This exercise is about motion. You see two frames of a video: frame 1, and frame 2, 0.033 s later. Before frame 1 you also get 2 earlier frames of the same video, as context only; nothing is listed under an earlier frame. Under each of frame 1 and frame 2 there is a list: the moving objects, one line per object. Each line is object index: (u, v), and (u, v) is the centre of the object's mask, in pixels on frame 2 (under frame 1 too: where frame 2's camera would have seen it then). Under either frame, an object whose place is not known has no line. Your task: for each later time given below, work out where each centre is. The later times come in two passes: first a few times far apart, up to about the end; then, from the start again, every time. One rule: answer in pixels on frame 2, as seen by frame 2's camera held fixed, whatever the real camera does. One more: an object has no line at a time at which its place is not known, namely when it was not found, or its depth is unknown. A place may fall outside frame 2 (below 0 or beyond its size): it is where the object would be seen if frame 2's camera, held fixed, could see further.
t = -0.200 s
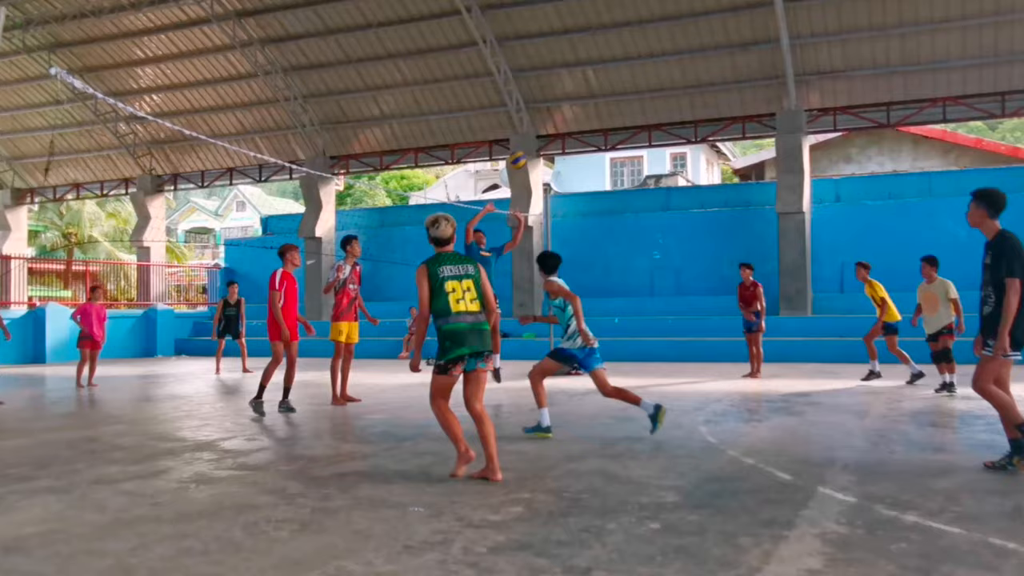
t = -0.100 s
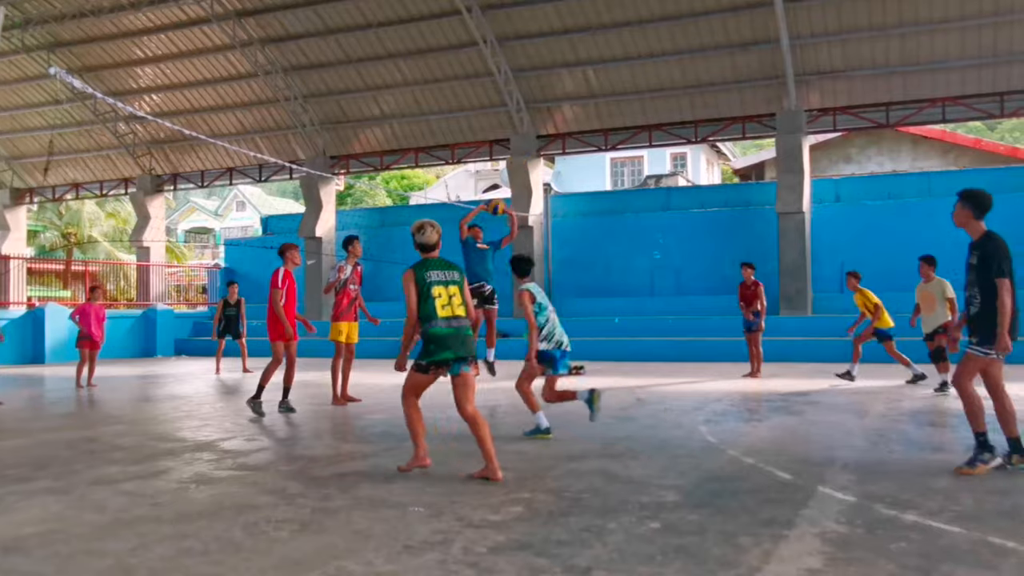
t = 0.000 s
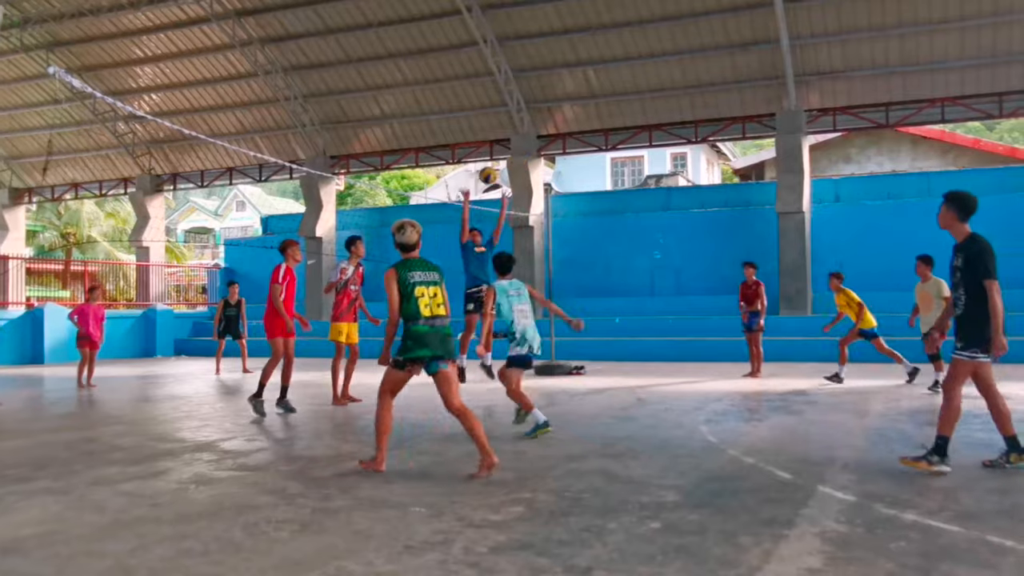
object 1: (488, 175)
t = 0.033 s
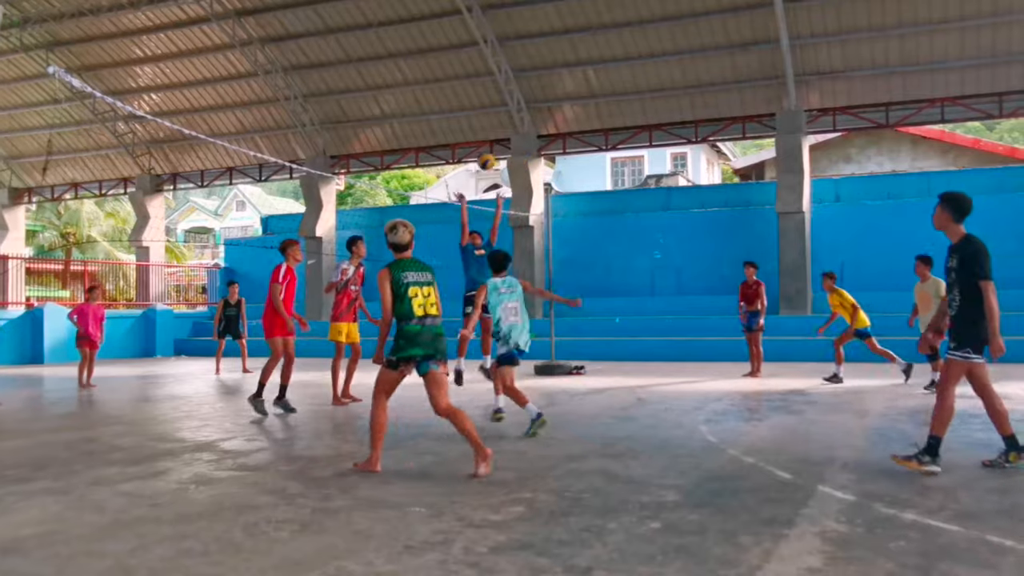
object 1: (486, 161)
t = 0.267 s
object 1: (473, 90)
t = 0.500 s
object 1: (459, 66)
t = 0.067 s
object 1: (485, 148)
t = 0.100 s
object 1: (483, 136)
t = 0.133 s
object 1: (481, 125)
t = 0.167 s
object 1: (479, 115)
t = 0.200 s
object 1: (476, 105)
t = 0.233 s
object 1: (474, 98)
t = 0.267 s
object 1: (473, 90)
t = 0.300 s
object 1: (470, 84)
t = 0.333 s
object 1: (469, 79)
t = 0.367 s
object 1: (467, 74)
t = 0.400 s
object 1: (464, 71)
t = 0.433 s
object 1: (462, 68)
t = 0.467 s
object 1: (461, 67)
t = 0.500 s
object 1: (459, 66)
